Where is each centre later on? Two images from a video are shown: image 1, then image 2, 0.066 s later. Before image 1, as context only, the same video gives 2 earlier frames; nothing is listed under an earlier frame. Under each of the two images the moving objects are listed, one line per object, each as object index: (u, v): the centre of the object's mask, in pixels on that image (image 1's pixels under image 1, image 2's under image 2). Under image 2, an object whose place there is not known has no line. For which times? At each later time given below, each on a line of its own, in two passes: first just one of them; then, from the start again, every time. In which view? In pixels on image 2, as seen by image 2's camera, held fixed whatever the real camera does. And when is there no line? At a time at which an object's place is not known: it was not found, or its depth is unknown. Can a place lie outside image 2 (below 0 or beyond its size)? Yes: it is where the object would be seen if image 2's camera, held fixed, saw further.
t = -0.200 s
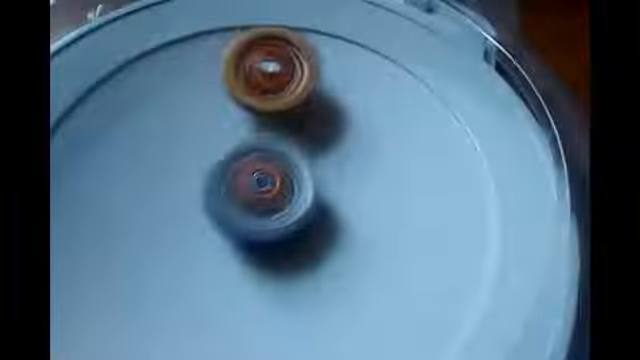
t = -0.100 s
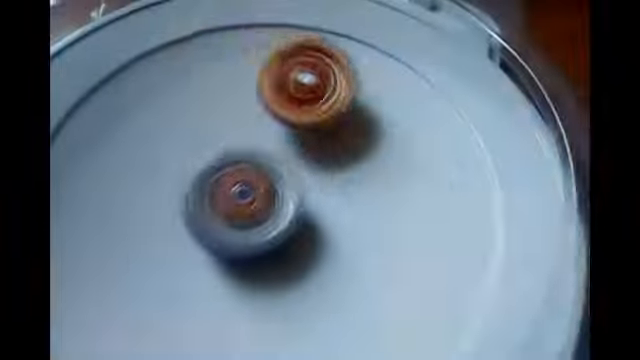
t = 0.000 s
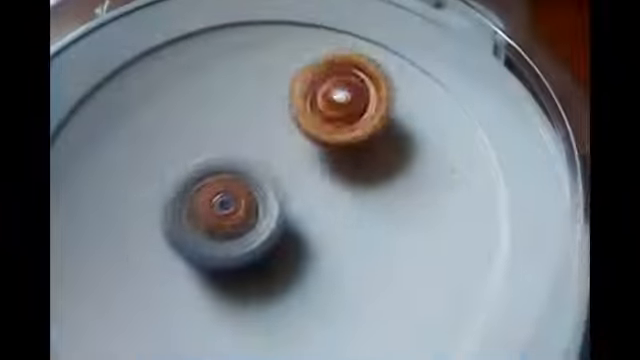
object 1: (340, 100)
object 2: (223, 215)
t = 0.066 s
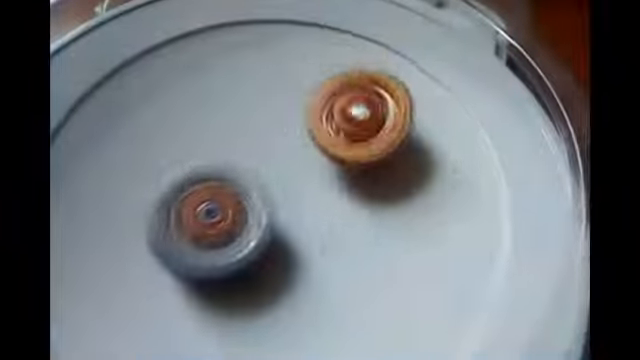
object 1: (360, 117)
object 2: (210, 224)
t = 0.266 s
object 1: (398, 185)
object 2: (173, 229)
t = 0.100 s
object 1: (369, 127)
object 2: (203, 227)
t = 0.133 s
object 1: (376, 137)
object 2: (194, 232)
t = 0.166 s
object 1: (384, 150)
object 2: (187, 234)
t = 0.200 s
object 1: (389, 161)
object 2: (182, 235)
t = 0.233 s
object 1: (395, 173)
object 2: (176, 232)
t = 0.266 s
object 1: (398, 185)
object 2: (173, 229)
